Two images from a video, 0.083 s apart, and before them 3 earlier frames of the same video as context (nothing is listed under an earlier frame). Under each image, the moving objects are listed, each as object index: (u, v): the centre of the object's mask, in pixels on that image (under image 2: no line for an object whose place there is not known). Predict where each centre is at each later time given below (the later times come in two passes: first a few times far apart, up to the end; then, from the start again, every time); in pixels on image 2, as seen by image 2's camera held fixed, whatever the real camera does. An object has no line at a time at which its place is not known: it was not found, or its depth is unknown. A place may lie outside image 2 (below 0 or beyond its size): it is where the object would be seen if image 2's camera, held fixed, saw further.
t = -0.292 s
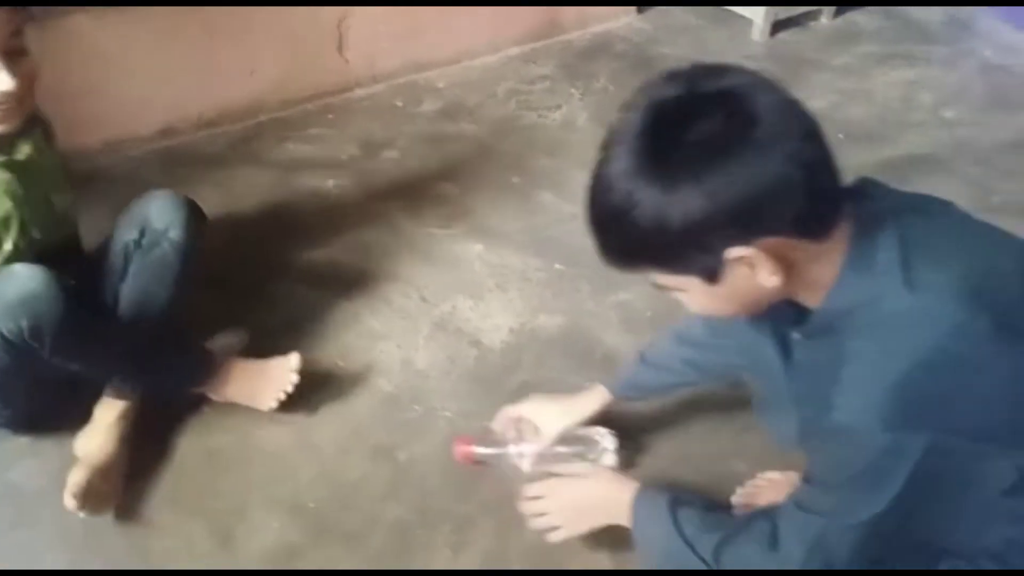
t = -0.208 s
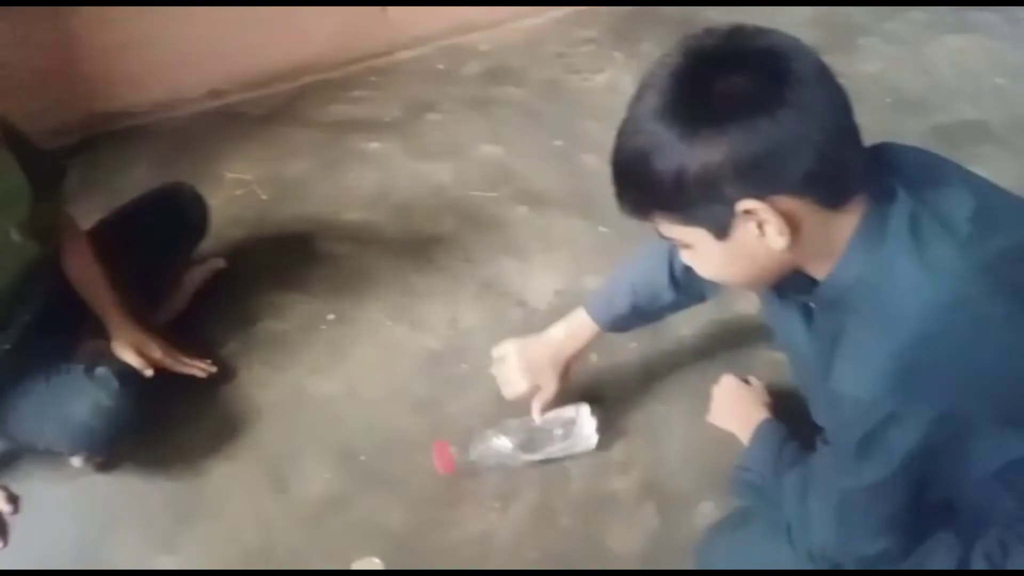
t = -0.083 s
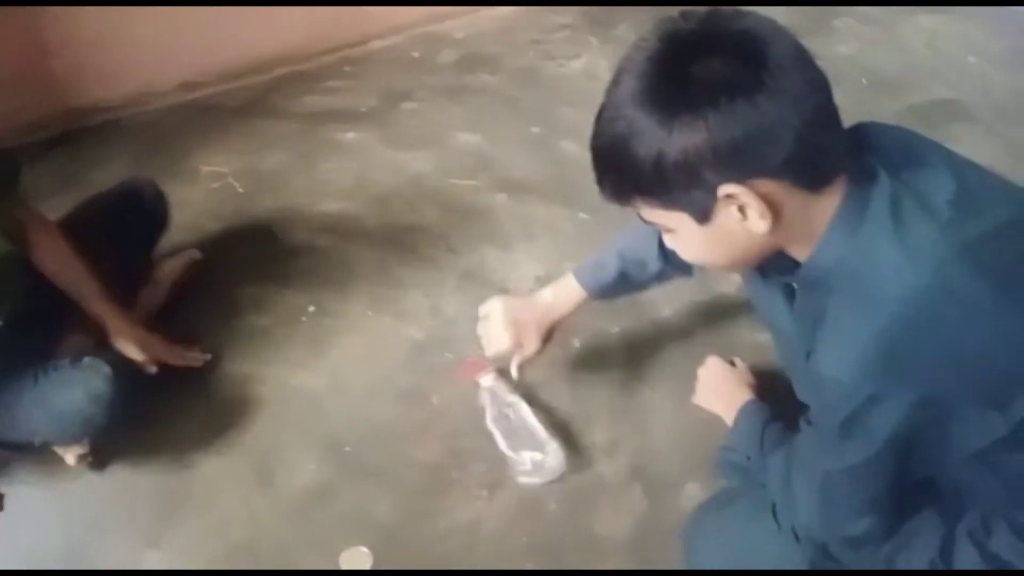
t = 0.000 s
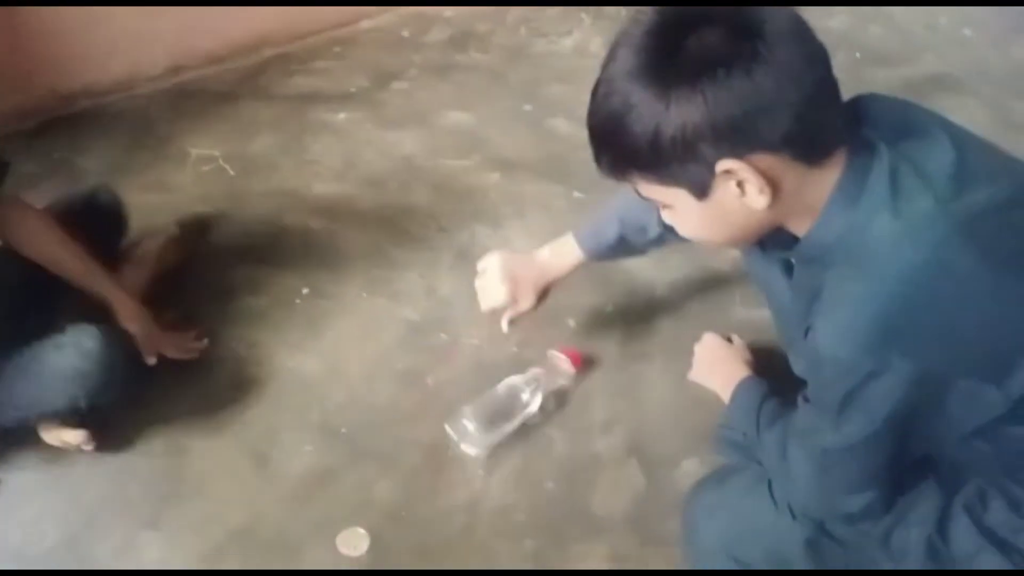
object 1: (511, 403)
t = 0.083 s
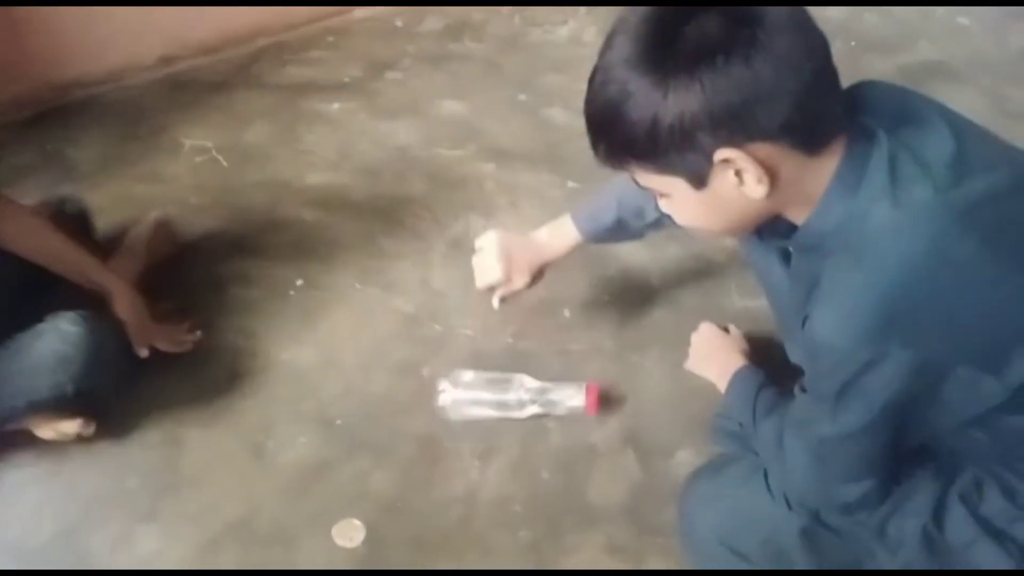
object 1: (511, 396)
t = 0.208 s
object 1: (507, 403)
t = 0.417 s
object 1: (507, 397)
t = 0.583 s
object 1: (513, 396)
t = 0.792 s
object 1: (517, 398)
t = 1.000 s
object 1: (513, 403)
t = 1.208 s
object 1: (513, 398)
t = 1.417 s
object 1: (514, 403)
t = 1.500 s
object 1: (514, 406)
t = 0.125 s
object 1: (513, 400)
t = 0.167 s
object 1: (511, 406)
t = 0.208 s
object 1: (507, 403)
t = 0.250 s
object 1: (514, 386)
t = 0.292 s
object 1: (502, 401)
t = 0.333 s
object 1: (501, 397)
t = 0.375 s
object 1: (504, 397)
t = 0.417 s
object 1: (507, 397)
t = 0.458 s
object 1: (514, 402)
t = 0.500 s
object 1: (512, 398)
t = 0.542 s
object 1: (511, 396)
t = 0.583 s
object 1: (513, 396)
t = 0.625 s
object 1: (514, 394)
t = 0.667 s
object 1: (514, 394)
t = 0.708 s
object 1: (515, 396)
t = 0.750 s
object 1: (517, 397)
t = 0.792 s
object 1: (517, 398)
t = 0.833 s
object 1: (519, 400)
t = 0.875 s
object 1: (518, 403)
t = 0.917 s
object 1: (516, 403)
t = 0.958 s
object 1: (515, 402)
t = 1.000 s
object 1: (513, 403)
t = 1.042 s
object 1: (511, 400)
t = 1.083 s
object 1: (510, 399)
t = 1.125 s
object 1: (510, 399)
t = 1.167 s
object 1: (511, 398)
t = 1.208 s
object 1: (513, 398)
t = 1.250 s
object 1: (512, 399)
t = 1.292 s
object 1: (513, 400)
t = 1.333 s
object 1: (514, 402)
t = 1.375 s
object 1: (515, 402)
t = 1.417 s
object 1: (514, 403)
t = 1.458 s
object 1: (514, 405)
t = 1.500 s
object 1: (514, 406)
